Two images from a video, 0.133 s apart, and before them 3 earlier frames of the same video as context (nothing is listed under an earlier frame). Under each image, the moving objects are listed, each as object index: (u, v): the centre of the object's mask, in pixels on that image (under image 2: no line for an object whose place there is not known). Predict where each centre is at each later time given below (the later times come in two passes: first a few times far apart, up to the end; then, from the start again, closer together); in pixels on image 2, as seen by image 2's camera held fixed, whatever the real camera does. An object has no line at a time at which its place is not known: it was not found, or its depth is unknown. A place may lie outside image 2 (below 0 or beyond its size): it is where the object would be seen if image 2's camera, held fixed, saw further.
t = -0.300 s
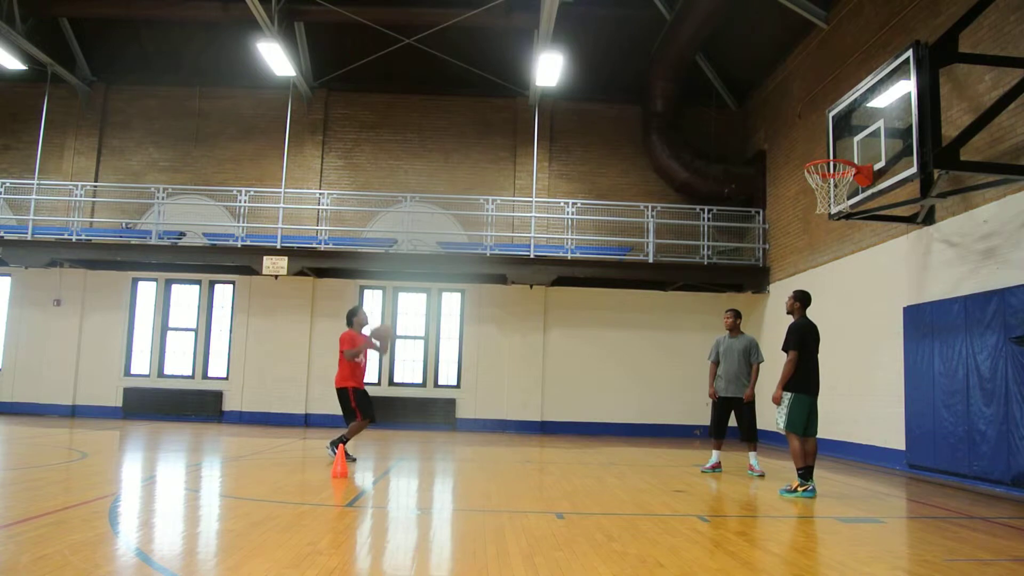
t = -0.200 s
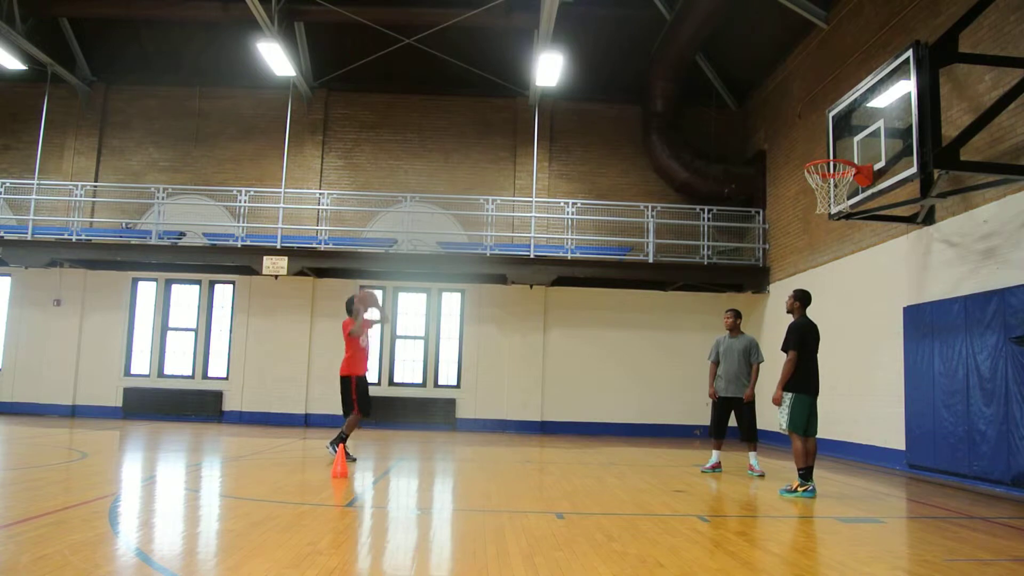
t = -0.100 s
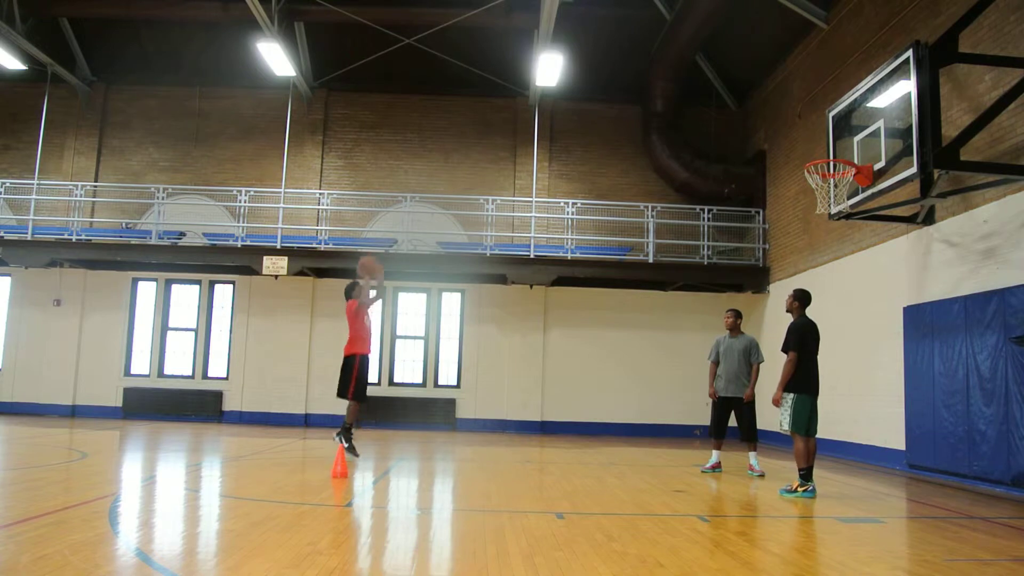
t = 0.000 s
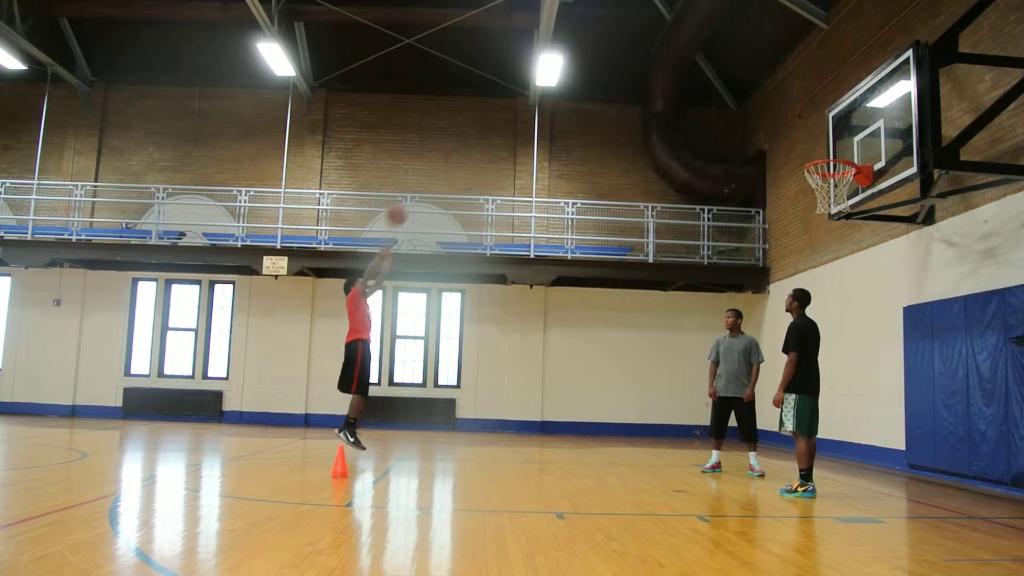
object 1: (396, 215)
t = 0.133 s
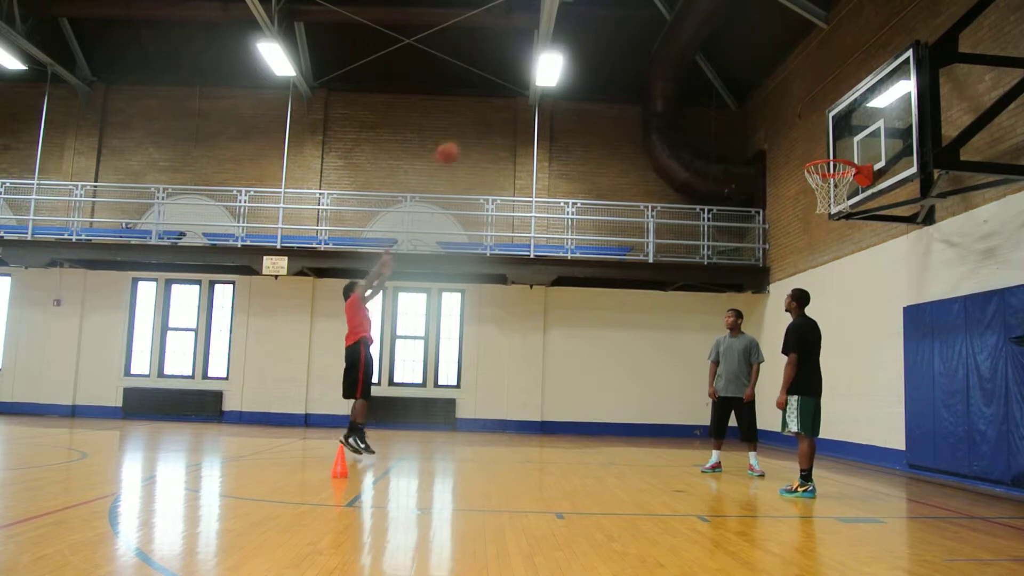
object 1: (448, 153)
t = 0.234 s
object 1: (486, 117)
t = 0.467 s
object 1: (577, 62)
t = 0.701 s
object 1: (666, 54)
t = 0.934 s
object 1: (761, 94)
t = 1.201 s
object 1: (809, 185)
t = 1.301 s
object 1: (802, 186)
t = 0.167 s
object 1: (460, 140)
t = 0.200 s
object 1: (473, 128)
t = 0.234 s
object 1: (486, 117)
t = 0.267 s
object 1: (499, 106)
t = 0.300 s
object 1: (511, 97)
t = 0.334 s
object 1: (523, 89)
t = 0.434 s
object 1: (566, 66)
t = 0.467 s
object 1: (577, 62)
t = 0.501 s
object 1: (588, 59)
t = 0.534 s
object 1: (601, 55)
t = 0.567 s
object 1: (614, 53)
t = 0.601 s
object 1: (627, 52)
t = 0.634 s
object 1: (640, 52)
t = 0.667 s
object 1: (653, 52)
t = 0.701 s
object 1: (666, 54)
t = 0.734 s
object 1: (679, 56)
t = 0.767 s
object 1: (693, 60)
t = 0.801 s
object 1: (706, 65)
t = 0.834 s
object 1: (720, 70)
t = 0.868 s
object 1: (734, 78)
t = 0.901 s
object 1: (747, 85)
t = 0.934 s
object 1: (761, 94)
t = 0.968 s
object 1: (775, 104)
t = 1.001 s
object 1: (790, 115)
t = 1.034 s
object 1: (806, 129)
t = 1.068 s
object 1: (820, 142)
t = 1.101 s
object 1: (838, 154)
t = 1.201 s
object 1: (809, 185)
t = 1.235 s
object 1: (804, 185)
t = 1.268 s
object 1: (801, 181)
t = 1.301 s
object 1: (802, 186)
